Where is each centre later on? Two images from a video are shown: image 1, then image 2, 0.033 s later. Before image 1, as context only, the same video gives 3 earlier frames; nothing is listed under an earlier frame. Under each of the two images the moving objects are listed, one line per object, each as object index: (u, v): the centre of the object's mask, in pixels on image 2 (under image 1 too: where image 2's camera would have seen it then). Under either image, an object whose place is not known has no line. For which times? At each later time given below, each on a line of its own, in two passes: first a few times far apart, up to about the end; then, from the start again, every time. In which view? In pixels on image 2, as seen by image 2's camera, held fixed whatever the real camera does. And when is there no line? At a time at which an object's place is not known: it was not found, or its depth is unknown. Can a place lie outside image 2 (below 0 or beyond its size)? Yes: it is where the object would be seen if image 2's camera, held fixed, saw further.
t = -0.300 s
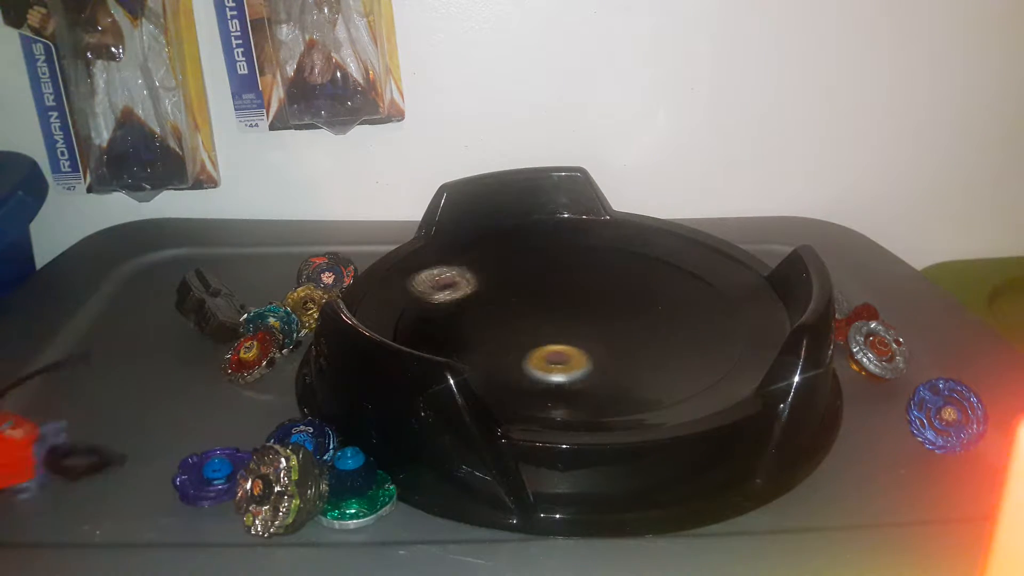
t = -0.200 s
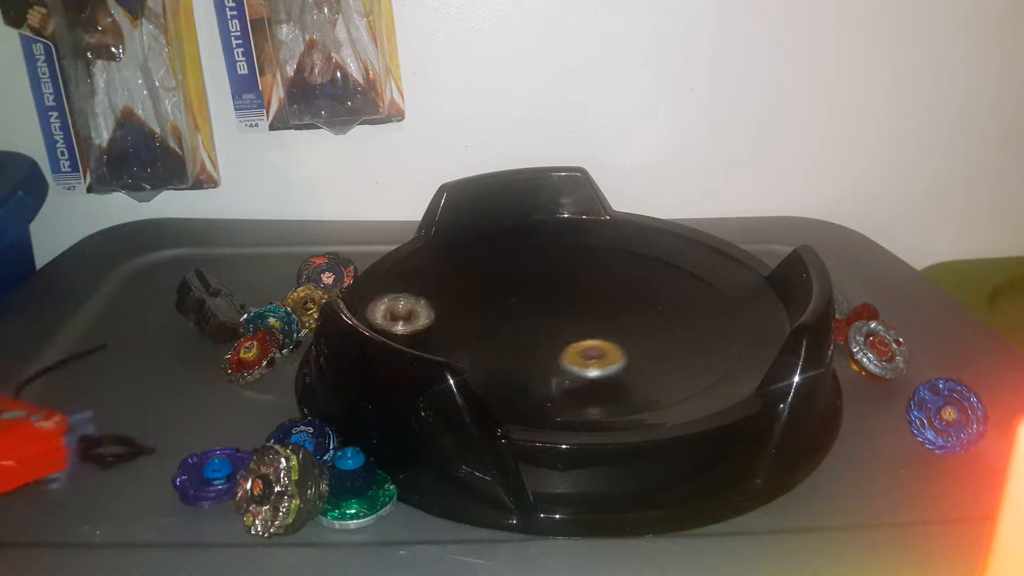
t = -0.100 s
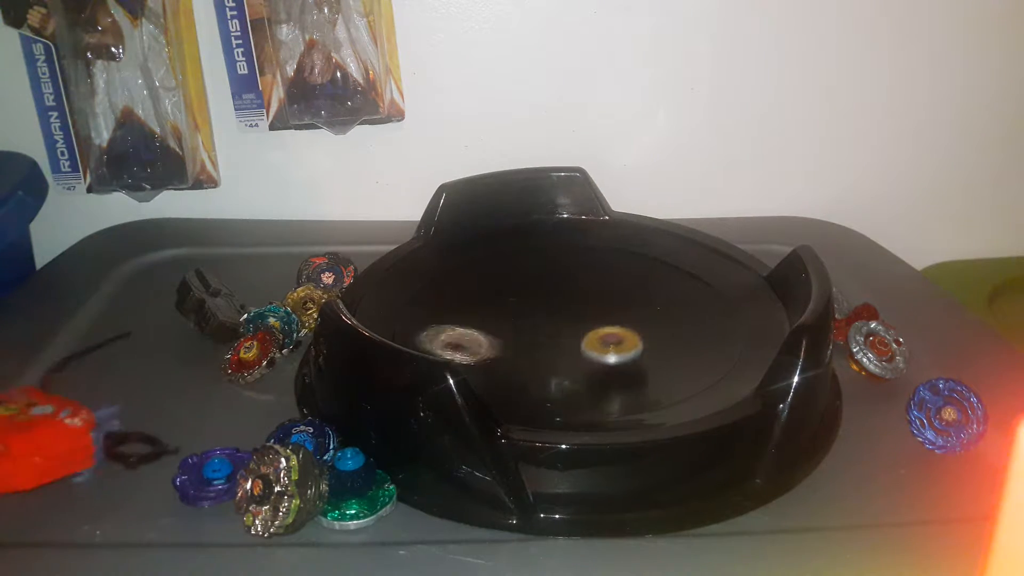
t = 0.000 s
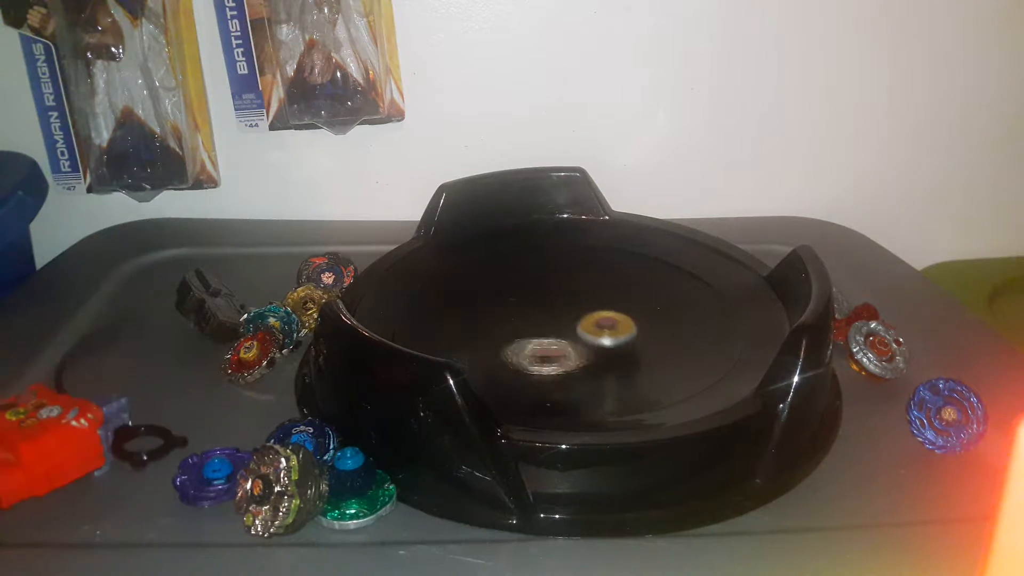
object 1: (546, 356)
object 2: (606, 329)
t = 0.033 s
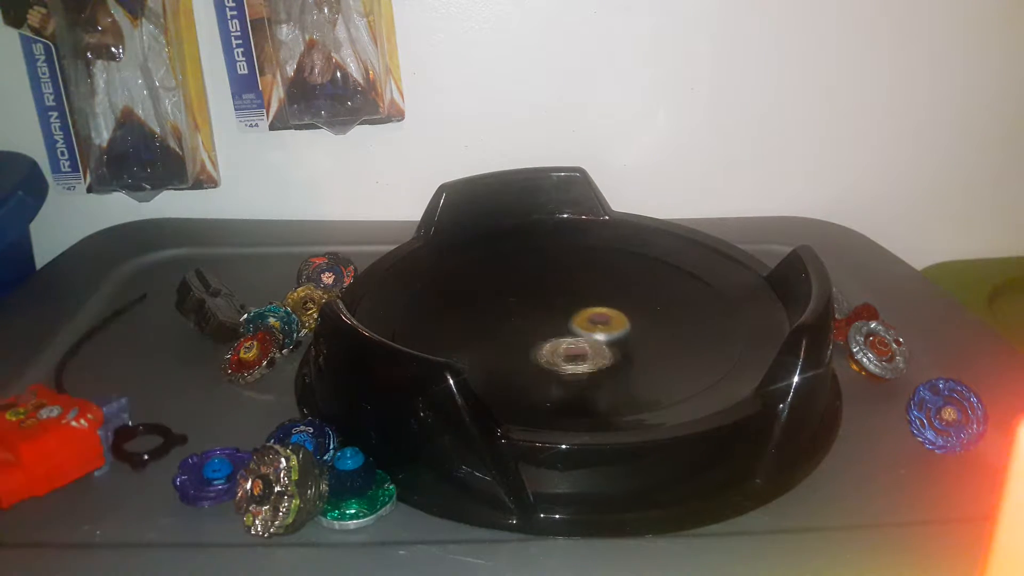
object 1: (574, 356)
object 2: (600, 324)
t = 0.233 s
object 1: (668, 303)
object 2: (534, 322)
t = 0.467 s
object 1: (574, 260)
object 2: (495, 351)
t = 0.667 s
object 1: (464, 307)
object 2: (557, 365)
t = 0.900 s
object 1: (541, 362)
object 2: (606, 341)
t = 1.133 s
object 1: (710, 337)
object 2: (550, 322)
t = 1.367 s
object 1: (651, 282)
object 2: (491, 342)
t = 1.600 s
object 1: (486, 295)
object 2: (540, 364)
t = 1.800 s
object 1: (421, 333)
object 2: (594, 350)
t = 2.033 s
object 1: (582, 365)
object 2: (563, 323)
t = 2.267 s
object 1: (636, 307)
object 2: (498, 334)
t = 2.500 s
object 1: (510, 269)
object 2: (514, 359)
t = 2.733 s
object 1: (400, 315)
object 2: (586, 352)
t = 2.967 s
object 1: (568, 357)
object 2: (568, 323)
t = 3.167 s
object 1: (671, 313)
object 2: (512, 328)
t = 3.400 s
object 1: (608, 264)
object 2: (506, 354)
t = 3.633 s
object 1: (484, 307)
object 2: (579, 356)
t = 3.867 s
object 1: (536, 360)
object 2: (590, 328)
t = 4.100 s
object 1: (684, 346)
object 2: (529, 325)
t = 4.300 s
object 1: (654, 301)
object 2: (503, 347)
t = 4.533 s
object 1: (511, 292)
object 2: (561, 360)
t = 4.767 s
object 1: (412, 322)
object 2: (599, 338)
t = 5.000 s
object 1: (536, 359)
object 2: (552, 323)
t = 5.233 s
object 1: (614, 313)
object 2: (505, 343)
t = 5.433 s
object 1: (543, 272)
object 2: (533, 360)
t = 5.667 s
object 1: (446, 309)
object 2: (593, 352)
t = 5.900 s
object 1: (541, 353)
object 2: (578, 327)
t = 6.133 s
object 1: (674, 327)
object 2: (517, 332)
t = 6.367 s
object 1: (634, 279)
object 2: (507, 355)
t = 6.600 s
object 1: (506, 306)
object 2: (569, 359)
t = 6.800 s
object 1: (480, 346)
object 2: (587, 339)
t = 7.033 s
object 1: (599, 363)
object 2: (541, 325)
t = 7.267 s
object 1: (625, 317)
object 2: (497, 341)
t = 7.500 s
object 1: (519, 285)
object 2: (531, 359)
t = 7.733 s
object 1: (417, 315)
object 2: (585, 348)
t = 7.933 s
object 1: (487, 348)
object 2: (576, 328)
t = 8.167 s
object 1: (623, 335)
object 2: (523, 328)
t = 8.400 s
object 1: (626, 283)
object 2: (508, 351)
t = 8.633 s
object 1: (518, 292)
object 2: (565, 359)
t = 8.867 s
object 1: (513, 347)
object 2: (595, 338)
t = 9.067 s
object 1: (617, 356)
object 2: (563, 324)
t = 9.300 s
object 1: (652, 317)
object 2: (514, 336)
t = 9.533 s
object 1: (543, 299)
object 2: (528, 358)
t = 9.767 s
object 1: (436, 321)
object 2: (585, 355)
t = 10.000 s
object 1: (504, 351)
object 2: (585, 332)
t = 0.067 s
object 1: (603, 351)
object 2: (590, 320)
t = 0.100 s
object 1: (624, 346)
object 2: (579, 319)
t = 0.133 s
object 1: (644, 337)
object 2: (569, 318)
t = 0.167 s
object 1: (657, 326)
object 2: (557, 318)
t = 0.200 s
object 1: (665, 315)
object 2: (545, 319)
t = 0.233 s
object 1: (668, 303)
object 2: (534, 322)
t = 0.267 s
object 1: (666, 292)
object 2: (524, 324)
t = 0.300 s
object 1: (660, 283)
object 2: (514, 328)
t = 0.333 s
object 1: (650, 274)
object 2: (506, 332)
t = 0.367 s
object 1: (634, 267)
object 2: (500, 337)
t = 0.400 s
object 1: (617, 263)
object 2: (495, 342)
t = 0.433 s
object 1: (596, 260)
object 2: (493, 346)
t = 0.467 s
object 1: (574, 260)
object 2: (495, 351)
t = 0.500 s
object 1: (554, 262)
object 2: (501, 355)
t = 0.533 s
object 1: (531, 266)
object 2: (509, 359)
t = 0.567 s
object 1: (510, 274)
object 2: (519, 362)
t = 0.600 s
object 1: (492, 282)
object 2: (531, 364)
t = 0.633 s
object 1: (476, 294)
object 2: (544, 365)
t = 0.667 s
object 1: (464, 307)
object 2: (557, 365)
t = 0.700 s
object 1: (456, 320)
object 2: (570, 365)
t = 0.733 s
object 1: (451, 331)
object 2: (582, 363)
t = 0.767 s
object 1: (458, 339)
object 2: (592, 360)
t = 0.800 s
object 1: (472, 345)
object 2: (599, 355)
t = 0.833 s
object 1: (492, 352)
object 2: (604, 351)
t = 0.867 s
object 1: (515, 358)
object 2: (607, 346)
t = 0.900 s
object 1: (541, 362)
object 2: (606, 341)
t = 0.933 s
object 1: (569, 365)
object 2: (605, 335)
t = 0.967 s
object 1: (599, 365)
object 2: (599, 331)
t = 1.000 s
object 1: (627, 364)
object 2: (592, 327)
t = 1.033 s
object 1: (655, 361)
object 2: (582, 324)
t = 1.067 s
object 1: (677, 355)
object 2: (573, 323)
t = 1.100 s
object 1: (696, 346)
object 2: (562, 322)
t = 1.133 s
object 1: (710, 337)
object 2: (550, 322)
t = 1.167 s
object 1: (719, 326)
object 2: (540, 323)
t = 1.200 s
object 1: (720, 317)
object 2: (529, 325)
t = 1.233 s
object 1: (715, 308)
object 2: (520, 327)
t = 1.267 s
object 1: (705, 300)
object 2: (511, 331)
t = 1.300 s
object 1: (689, 292)
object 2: (503, 334)
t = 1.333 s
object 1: (671, 287)
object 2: (496, 338)
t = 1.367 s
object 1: (651, 282)
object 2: (491, 342)
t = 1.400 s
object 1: (628, 280)
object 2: (490, 347)
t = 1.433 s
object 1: (604, 279)
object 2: (492, 351)
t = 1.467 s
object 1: (579, 280)
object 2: (497, 354)
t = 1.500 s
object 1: (555, 282)
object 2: (506, 358)
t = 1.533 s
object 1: (531, 285)
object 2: (517, 361)
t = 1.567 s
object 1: (508, 289)
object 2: (528, 363)
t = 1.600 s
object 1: (486, 295)
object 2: (540, 364)
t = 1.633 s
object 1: (465, 301)
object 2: (552, 364)
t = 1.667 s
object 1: (447, 309)
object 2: (564, 363)
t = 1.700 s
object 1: (428, 318)
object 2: (575, 361)
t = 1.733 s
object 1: (417, 322)
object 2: (583, 359)
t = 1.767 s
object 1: (415, 326)
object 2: (589, 354)
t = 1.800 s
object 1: (421, 333)
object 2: (594, 350)
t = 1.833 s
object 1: (435, 341)
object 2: (596, 345)
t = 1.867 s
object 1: (454, 348)
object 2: (596, 340)
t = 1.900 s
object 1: (476, 356)
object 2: (594, 335)
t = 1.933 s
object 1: (500, 363)
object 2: (589, 331)
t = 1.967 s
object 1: (528, 366)
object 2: (582, 328)
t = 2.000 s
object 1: (555, 367)
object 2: (573, 325)
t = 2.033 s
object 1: (582, 365)
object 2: (563, 323)
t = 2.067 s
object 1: (606, 363)
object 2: (553, 323)
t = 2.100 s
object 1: (626, 356)
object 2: (543, 323)
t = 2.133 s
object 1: (639, 347)
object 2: (533, 324)
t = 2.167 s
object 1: (646, 337)
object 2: (523, 325)
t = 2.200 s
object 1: (647, 328)
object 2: (514, 327)
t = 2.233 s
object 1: (645, 318)
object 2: (505, 330)
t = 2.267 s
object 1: (636, 307)
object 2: (498, 334)
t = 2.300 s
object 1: (625, 298)
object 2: (492, 338)
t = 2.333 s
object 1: (609, 290)
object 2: (487, 342)
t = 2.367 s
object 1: (593, 283)
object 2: (486, 346)
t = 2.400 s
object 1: (573, 277)
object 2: (488, 350)
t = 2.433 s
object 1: (553, 273)
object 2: (494, 353)
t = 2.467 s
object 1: (532, 270)
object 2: (503, 357)
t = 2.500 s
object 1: (510, 269)
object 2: (514, 359)
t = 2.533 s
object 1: (488, 270)
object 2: (525, 361)
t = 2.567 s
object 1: (469, 273)
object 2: (537, 362)
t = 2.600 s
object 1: (449, 277)
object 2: (548, 362)
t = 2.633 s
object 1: (433, 285)
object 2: (561, 361)
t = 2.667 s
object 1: (417, 293)
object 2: (571, 359)
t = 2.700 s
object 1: (405, 305)
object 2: (580, 356)
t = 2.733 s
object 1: (400, 315)
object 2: (586, 352)
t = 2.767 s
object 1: (416, 324)
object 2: (590, 347)
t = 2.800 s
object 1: (435, 336)
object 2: (592, 342)
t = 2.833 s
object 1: (461, 345)
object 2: (592, 337)
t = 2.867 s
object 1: (486, 350)
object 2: (589, 333)
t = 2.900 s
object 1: (512, 355)
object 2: (584, 330)
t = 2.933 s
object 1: (540, 356)
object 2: (577, 326)
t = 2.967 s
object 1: (568, 357)
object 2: (568, 323)
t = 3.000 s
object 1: (594, 353)
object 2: (559, 322)
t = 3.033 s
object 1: (617, 349)
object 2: (549, 321)
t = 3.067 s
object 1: (635, 343)
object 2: (539, 322)
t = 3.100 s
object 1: (652, 334)
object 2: (530, 323)
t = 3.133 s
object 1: (663, 324)
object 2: (521, 325)
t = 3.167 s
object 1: (671, 313)
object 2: (512, 328)
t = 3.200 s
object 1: (674, 303)
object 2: (505, 331)
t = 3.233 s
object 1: (672, 293)
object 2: (499, 335)
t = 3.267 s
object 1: (667, 284)
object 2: (494, 339)
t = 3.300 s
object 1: (657, 276)
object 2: (492, 344)
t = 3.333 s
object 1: (644, 270)
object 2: (493, 348)
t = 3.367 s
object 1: (627, 266)
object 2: (498, 351)
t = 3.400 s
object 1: (608, 264)
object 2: (506, 354)
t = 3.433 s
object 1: (587, 265)
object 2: (515, 357)
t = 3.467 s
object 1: (568, 266)
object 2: (525, 359)
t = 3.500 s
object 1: (547, 271)
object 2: (537, 360)
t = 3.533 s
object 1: (529, 278)
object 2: (548, 360)
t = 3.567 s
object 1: (510, 287)
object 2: (559, 360)
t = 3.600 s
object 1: (496, 296)
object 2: (570, 358)
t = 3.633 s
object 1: (484, 307)
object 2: (579, 356)
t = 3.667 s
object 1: (476, 318)
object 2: (586, 352)
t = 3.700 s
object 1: (472, 329)
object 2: (591, 348)
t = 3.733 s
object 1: (474, 337)
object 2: (595, 344)
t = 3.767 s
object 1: (484, 344)
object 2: (596, 340)
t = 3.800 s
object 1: (499, 350)
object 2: (596, 336)
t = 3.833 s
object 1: (516, 356)
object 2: (594, 331)
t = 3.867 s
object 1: (536, 360)
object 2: (590, 328)
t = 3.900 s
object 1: (560, 363)
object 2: (583, 325)
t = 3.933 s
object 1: (584, 364)
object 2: (575, 322)
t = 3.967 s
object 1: (609, 364)
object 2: (566, 321)
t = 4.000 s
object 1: (633, 363)
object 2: (557, 321)
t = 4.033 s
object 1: (653, 360)
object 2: (547, 321)
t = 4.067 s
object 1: (671, 353)
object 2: (537, 322)
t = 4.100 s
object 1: (684, 346)
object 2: (529, 325)
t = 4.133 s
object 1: (693, 337)
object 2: (521, 327)
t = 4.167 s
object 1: (695, 330)
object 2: (514, 331)
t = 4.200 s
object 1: (691, 321)
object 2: (508, 334)
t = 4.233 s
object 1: (683, 314)
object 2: (504, 339)
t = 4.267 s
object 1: (670, 306)
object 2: (502, 343)
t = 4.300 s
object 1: (654, 301)
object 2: (503, 347)
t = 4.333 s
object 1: (636, 296)
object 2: (506, 350)
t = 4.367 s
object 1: (617, 293)
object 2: (512, 354)
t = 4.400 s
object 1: (597, 291)
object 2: (521, 356)
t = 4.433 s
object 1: (575, 290)
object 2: (530, 359)
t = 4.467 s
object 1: (554, 289)
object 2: (540, 360)
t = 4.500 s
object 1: (532, 290)
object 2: (551, 361)
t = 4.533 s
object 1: (511, 292)
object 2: (561, 360)
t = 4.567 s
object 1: (490, 296)
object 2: (572, 359)
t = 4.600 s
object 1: (473, 299)
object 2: (581, 357)
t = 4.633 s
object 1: (454, 304)
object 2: (588, 355)
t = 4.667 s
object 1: (436, 310)
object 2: (594, 351)
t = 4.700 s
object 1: (419, 316)
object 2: (598, 347)
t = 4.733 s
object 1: (411, 319)
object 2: (599, 342)
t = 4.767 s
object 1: (412, 322)
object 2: (599, 338)
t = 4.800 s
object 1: (418, 328)
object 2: (597, 334)
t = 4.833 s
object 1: (430, 337)
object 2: (593, 330)
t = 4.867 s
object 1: (445, 342)
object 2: (587, 327)
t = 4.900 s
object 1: (466, 349)
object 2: (579, 325)
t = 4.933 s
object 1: (488, 355)
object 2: (571, 323)
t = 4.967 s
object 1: (512, 357)
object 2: (561, 323)
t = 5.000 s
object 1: (536, 359)
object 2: (552, 323)
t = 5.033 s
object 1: (559, 358)
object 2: (542, 324)
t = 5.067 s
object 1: (580, 354)
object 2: (534, 326)
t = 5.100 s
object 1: (596, 348)
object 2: (526, 329)
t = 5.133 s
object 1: (607, 341)
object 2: (520, 332)
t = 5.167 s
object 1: (613, 331)
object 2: (513, 335)
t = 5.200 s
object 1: (616, 322)
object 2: (508, 339)
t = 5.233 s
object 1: (614, 313)
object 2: (505, 343)
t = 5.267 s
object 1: (610, 303)
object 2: (504, 346)
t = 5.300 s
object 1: (601, 295)
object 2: (506, 350)
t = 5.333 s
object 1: (590, 287)
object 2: (510, 353)
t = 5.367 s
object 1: (575, 280)
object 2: (516, 356)
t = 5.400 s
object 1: (559, 275)
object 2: (524, 358)
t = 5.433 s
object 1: (543, 272)
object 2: (533, 360)
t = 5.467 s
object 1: (526, 270)
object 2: (543, 361)
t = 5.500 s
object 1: (507, 272)
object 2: (553, 362)
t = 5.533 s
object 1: (491, 275)
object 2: (564, 361)
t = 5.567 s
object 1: (477, 280)
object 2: (573, 360)
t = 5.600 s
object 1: (462, 288)
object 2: (581, 358)
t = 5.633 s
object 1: (453, 297)
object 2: (587, 355)
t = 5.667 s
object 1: (446, 309)
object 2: (593, 352)
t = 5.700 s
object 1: (441, 322)
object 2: (596, 348)
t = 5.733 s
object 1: (445, 330)
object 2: (597, 344)
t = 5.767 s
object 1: (457, 337)
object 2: (597, 340)
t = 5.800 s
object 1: (473, 342)
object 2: (594, 336)
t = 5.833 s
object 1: (497, 346)
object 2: (590, 333)
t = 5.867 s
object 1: (519, 351)
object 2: (584, 330)
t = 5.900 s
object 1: (541, 353)
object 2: (578, 327)
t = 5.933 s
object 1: (567, 354)
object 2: (568, 324)
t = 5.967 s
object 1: (590, 354)
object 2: (558, 325)
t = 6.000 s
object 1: (611, 351)
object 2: (549, 325)
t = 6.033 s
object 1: (632, 346)
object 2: (540, 326)
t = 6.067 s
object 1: (649, 341)
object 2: (532, 328)
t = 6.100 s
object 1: (663, 335)
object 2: (524, 329)
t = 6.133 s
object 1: (674, 327)
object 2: (517, 332)
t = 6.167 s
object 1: (681, 319)
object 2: (510, 335)
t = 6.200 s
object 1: (684, 309)
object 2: (505, 338)
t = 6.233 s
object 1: (682, 301)
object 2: (500, 341)
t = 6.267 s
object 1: (675, 294)
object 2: (498, 345)
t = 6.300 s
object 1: (665, 287)
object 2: (498, 348)
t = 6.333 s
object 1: (651, 283)
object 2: (501, 351)
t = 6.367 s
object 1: (634, 279)
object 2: (507, 355)
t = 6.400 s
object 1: (614, 280)
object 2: (514, 357)
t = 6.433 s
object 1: (593, 281)
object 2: (522, 359)
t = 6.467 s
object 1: (574, 283)
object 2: (531, 361)
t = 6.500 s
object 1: (555, 287)
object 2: (541, 361)
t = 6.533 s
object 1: (536, 293)
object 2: (550, 361)
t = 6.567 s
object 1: (520, 299)
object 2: (560, 360)
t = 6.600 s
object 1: (506, 306)
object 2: (569, 359)
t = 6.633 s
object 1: (493, 314)
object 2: (576, 357)
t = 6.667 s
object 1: (481, 322)
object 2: (582, 354)
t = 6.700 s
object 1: (473, 329)
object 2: (586, 350)
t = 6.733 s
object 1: (469, 336)
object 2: (588, 346)
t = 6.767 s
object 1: (471, 341)
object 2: (588, 342)
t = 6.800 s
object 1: (480, 346)
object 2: (587, 339)
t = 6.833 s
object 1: (491, 352)
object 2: (584, 335)
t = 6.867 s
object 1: (503, 357)
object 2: (580, 332)
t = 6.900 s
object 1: (519, 360)
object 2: (574, 329)
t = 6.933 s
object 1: (538, 364)
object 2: (567, 327)
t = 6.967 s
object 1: (558, 365)
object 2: (558, 325)
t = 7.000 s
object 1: (578, 365)
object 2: (549, 325)
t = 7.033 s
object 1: (599, 363)
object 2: (541, 325)
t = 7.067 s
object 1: (617, 359)
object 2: (533, 326)
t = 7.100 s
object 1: (630, 354)
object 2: (525, 328)
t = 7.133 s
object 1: (638, 352)
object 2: (518, 329)
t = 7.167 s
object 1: (639, 339)
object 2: (511, 332)
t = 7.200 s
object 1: (638, 333)
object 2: (505, 334)
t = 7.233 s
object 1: (633, 325)
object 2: (501, 337)
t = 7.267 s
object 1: (625, 317)
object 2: (497, 341)
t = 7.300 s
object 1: (614, 310)
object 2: (495, 344)
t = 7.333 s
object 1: (601, 304)
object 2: (496, 348)
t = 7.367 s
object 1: (586, 298)
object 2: (500, 351)
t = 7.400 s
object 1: (570, 294)
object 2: (506, 353)
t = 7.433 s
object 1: (554, 290)
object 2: (513, 356)
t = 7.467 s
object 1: (537, 287)
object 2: (522, 358)
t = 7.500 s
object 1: (519, 285)
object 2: (531, 359)
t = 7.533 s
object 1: (502, 286)
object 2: (540, 359)
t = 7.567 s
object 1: (485, 286)
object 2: (550, 359)
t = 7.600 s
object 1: (469, 289)
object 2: (559, 359)
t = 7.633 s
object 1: (454, 293)
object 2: (567, 357)
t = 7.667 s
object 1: (440, 299)
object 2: (575, 355)
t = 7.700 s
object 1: (428, 305)
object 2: (581, 351)
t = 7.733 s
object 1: (417, 315)
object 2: (585, 348)
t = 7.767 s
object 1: (413, 320)
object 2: (587, 345)
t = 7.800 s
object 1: (418, 324)
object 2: (588, 340)
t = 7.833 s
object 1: (431, 331)
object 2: (588, 337)
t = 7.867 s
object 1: (449, 339)
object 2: (585, 334)
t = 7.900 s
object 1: (468, 344)
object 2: (581, 330)
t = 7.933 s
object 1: (487, 348)
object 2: (576, 328)
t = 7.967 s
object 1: (510, 351)
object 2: (569, 326)
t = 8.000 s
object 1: (533, 353)
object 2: (562, 324)
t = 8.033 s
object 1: (555, 353)
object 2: (553, 322)
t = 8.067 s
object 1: (575, 351)
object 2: (544, 323)
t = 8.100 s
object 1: (594, 348)
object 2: (537, 324)
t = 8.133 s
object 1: (610, 342)
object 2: (530, 326)
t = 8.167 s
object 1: (623, 335)
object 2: (523, 328)
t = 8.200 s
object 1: (633, 328)
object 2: (517, 331)
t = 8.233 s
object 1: (640, 320)
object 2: (511, 333)
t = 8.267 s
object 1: (644, 312)
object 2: (506, 337)
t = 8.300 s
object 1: (645, 304)
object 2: (503, 340)
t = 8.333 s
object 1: (642, 295)
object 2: (502, 344)
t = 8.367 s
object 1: (636, 288)
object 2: (504, 347)
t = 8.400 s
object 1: (626, 283)
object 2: (508, 351)
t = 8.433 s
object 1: (613, 279)
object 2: (513, 353)
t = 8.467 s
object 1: (598, 276)
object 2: (521, 355)
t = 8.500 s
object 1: (582, 275)
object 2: (529, 357)
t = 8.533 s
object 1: (565, 276)
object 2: (537, 358)
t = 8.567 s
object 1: (549, 279)
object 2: (547, 359)
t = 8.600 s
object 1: (533, 285)
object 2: (556, 359)
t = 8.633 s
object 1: (518, 292)
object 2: (565, 359)
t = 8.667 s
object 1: (506, 300)
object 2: (573, 357)
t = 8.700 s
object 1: (497, 310)
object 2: (579, 355)
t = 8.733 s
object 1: (492, 319)
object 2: (586, 352)
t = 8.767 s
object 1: (491, 329)
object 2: (590, 349)
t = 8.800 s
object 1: (494, 336)
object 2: (593, 345)
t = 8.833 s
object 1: (501, 342)
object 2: (595, 342)
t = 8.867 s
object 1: (513, 347)
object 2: (595, 338)
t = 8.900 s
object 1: (527, 351)
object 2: (594, 334)
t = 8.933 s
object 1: (542, 355)
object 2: (590, 331)
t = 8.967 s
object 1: (561, 358)
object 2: (585, 328)
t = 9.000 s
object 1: (580, 359)
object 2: (578, 326)
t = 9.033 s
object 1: (599, 358)
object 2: (570, 324)
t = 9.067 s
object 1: (617, 356)
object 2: (563, 324)
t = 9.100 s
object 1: (635, 354)
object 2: (555, 324)
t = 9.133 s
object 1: (647, 348)
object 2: (546, 325)
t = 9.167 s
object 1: (657, 342)
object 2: (539, 326)
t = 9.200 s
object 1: (664, 336)
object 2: (532, 328)
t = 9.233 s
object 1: (664, 330)
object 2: (525, 330)
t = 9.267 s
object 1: (660, 323)
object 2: (519, 333)
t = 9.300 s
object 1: (652, 317)
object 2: (514, 336)
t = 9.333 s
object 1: (641, 311)
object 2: (510, 340)
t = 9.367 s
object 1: (627, 306)
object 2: (508, 343)
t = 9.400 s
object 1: (611, 303)
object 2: (508, 347)
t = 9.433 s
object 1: (593, 301)
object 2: (511, 350)
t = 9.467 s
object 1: (577, 300)
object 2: (515, 353)
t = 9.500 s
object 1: (560, 299)
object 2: (521, 355)
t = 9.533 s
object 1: (543, 299)
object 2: (528, 358)
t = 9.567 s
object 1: (526, 300)
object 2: (536, 359)
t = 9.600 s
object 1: (509, 302)
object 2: (544, 360)
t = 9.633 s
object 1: (493, 305)
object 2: (553, 361)
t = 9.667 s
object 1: (478, 308)
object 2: (563, 360)
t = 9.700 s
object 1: (463, 312)
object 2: (571, 359)
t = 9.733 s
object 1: (449, 316)
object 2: (579, 357)
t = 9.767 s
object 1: (436, 321)
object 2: (585, 355)
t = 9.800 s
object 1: (430, 324)
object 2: (590, 352)
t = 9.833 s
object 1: (432, 329)
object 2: (593, 349)
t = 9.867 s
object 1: (441, 334)
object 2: (594, 345)
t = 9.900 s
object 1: (452, 339)
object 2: (594, 341)
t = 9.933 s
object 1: (467, 344)
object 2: (593, 337)
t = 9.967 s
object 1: (485, 349)
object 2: (590, 334)
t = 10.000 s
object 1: (504, 351)
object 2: (585, 332)
